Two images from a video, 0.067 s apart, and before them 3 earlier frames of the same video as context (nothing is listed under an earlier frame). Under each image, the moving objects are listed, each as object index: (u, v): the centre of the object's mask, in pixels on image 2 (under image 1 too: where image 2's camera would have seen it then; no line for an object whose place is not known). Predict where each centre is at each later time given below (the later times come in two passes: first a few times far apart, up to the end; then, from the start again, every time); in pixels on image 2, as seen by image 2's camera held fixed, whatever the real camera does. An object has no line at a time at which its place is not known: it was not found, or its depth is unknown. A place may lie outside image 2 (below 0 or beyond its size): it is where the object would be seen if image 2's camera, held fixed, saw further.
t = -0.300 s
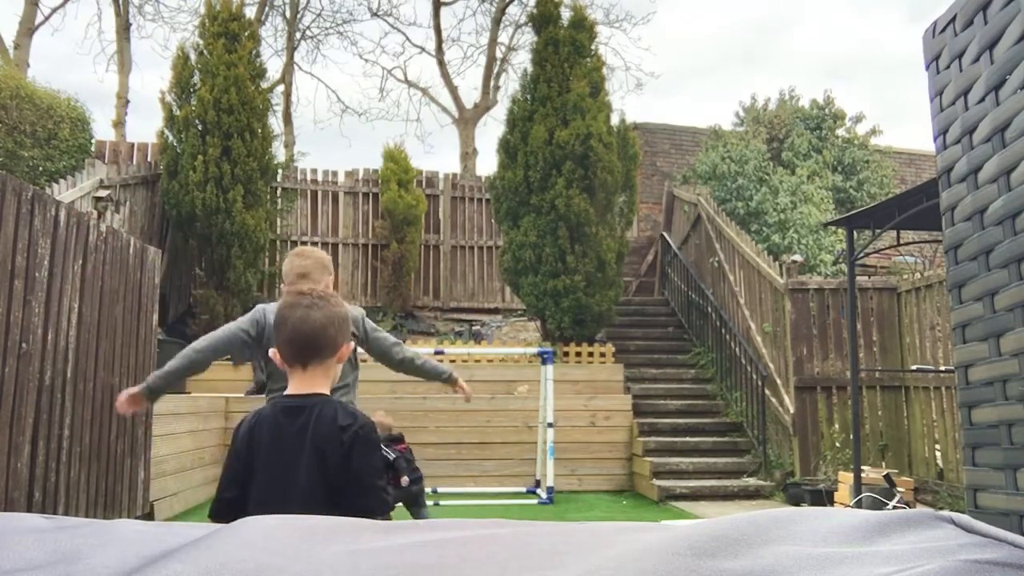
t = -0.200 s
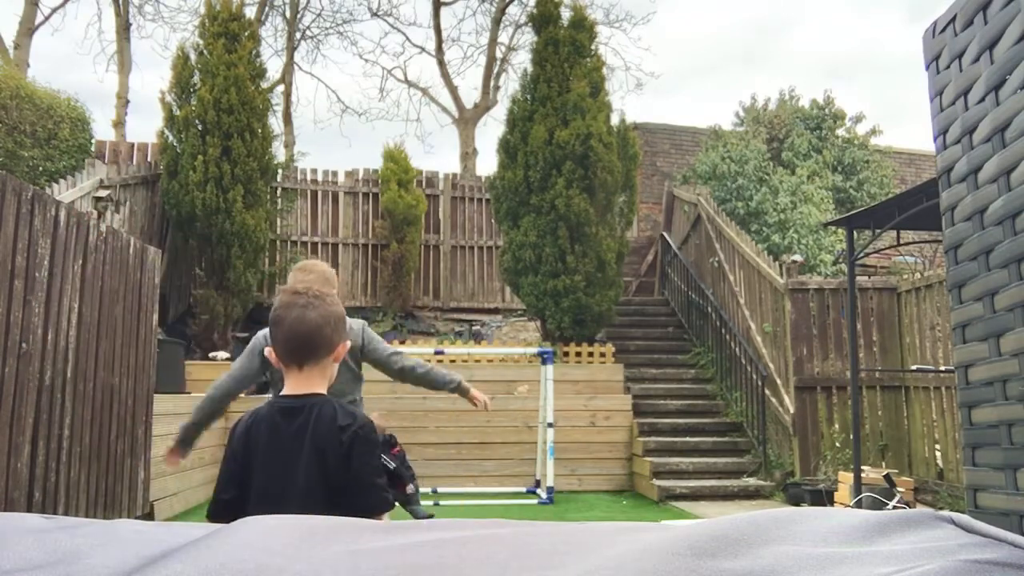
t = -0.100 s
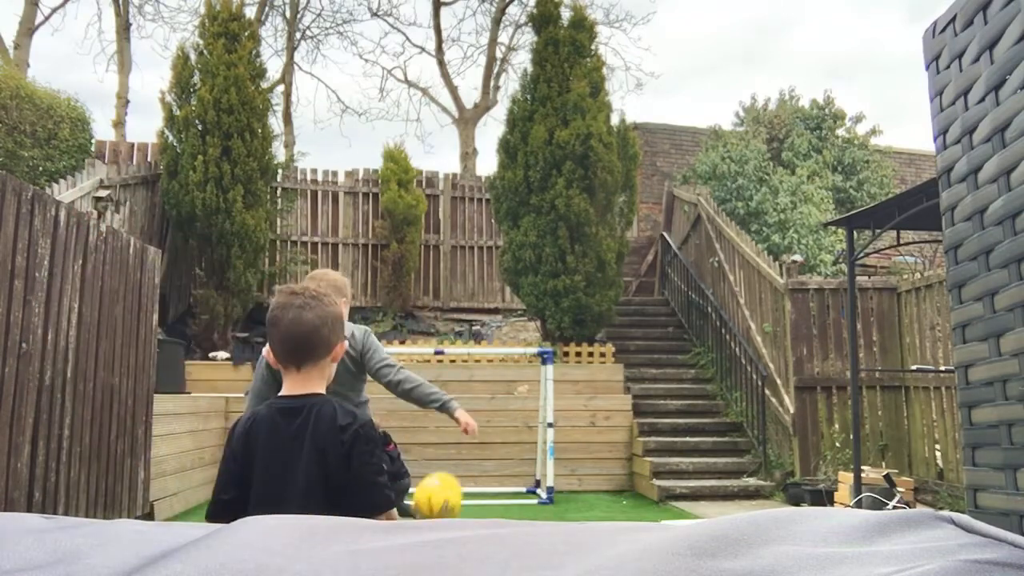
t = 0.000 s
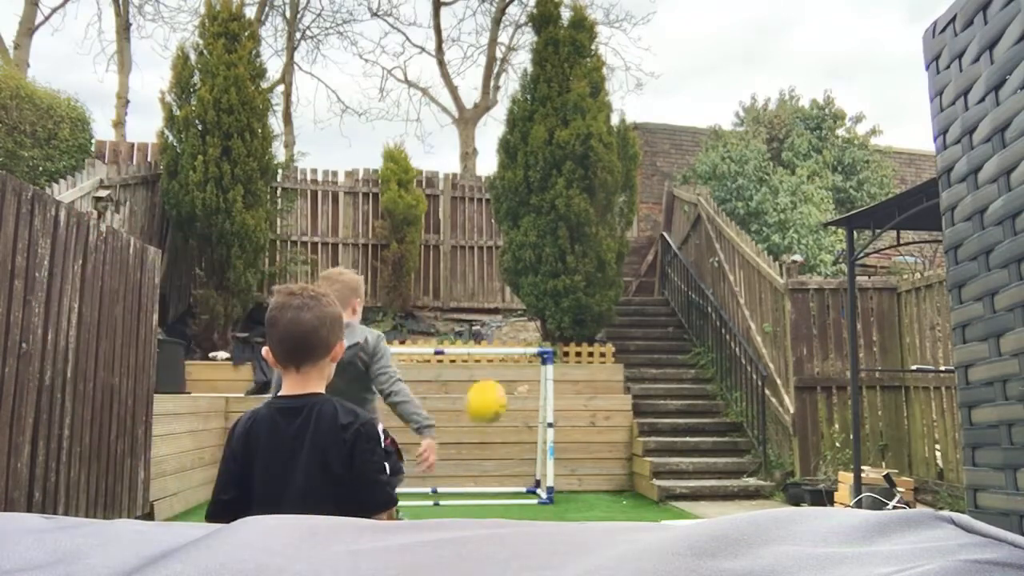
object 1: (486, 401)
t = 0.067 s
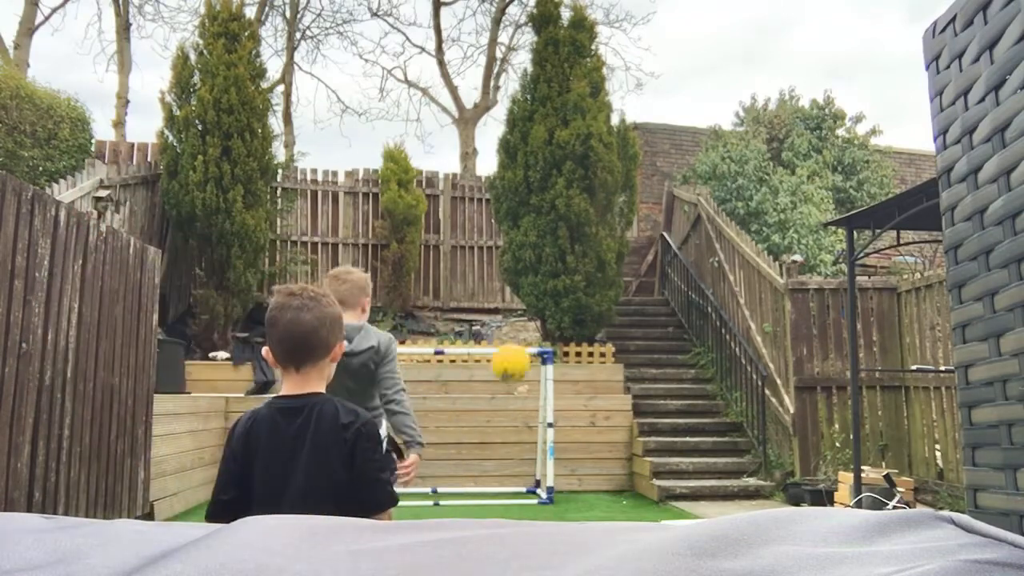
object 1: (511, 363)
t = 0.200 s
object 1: (548, 323)
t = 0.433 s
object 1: (592, 326)
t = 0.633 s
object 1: (618, 370)
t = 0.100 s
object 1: (521, 348)
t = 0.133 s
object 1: (530, 338)
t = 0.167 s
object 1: (539, 329)
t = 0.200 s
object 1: (548, 323)
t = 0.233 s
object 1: (555, 319)
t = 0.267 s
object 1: (562, 317)
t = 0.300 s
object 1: (569, 315)
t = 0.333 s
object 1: (576, 316)
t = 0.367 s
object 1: (582, 319)
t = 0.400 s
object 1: (587, 322)
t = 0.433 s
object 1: (592, 326)
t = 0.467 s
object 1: (597, 331)
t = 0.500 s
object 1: (601, 337)
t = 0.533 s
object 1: (606, 344)
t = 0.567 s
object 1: (610, 352)
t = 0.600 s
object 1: (614, 360)
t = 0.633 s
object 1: (618, 370)
